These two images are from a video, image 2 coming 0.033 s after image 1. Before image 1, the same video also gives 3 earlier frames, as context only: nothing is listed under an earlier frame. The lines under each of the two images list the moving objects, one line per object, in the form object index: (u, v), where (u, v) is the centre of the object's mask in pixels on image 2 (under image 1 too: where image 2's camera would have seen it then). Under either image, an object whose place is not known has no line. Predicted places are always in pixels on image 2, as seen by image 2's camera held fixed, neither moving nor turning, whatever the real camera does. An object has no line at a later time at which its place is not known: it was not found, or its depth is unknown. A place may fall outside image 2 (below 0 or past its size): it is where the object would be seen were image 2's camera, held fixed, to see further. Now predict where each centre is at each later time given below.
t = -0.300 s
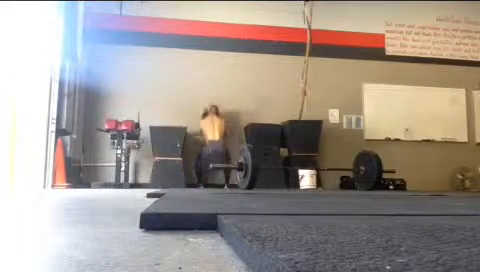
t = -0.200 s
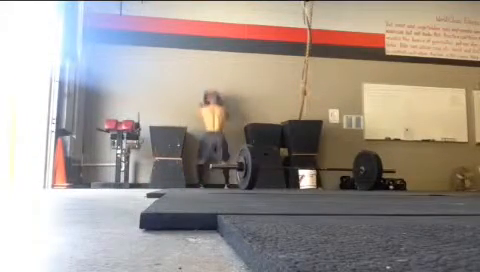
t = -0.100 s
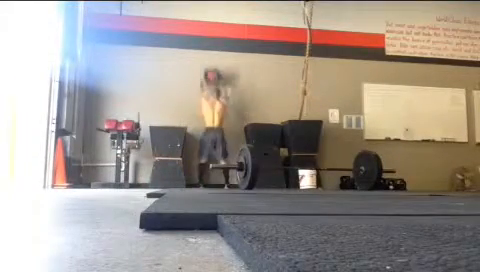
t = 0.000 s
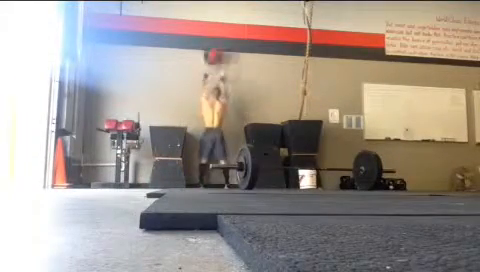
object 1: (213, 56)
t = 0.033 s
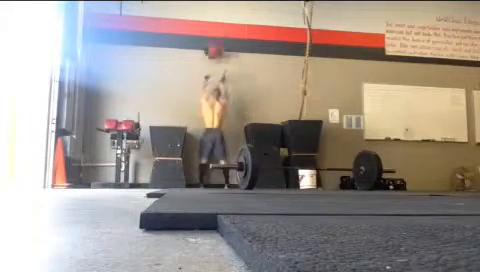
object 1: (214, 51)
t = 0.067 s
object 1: (214, 45)
